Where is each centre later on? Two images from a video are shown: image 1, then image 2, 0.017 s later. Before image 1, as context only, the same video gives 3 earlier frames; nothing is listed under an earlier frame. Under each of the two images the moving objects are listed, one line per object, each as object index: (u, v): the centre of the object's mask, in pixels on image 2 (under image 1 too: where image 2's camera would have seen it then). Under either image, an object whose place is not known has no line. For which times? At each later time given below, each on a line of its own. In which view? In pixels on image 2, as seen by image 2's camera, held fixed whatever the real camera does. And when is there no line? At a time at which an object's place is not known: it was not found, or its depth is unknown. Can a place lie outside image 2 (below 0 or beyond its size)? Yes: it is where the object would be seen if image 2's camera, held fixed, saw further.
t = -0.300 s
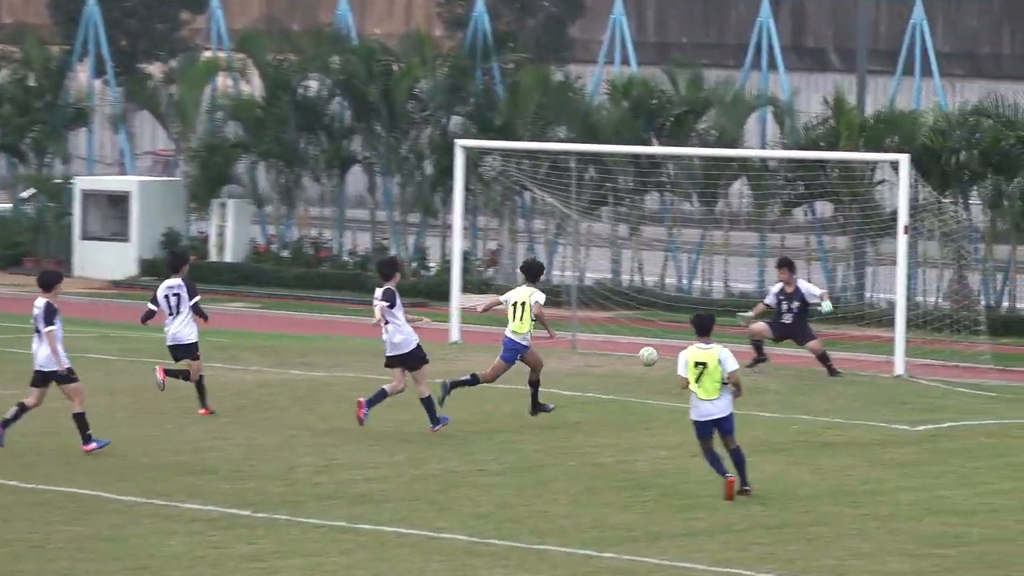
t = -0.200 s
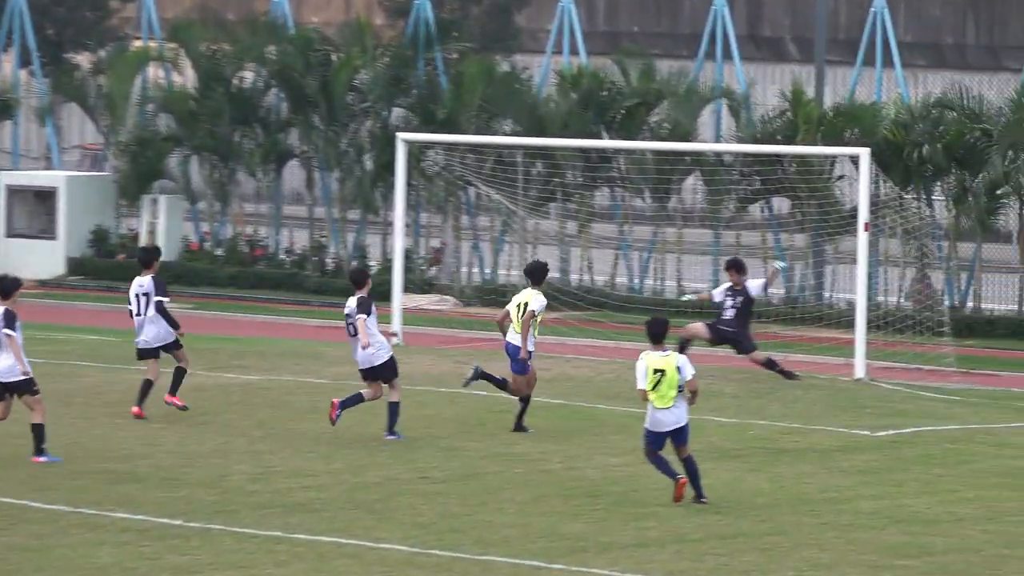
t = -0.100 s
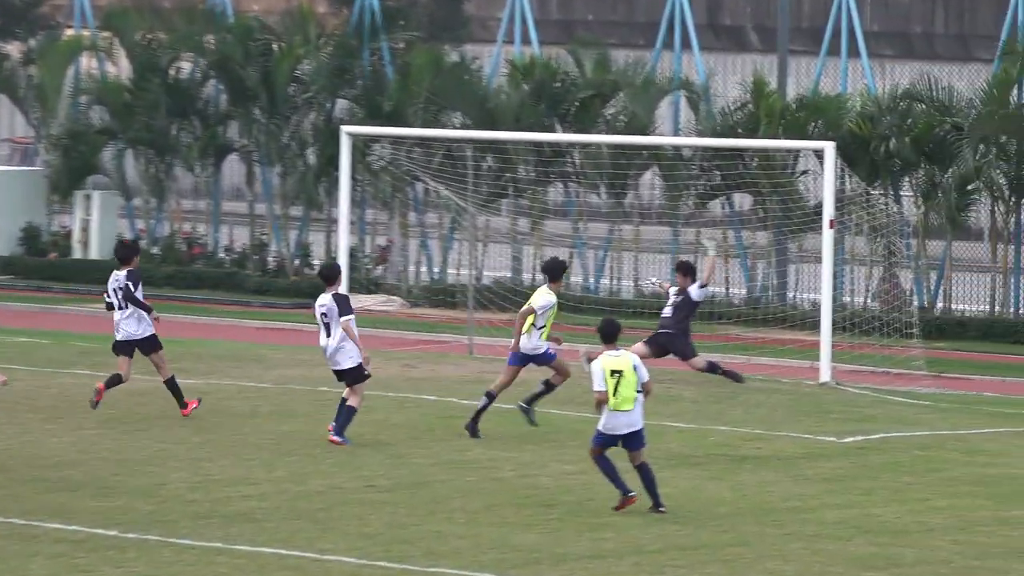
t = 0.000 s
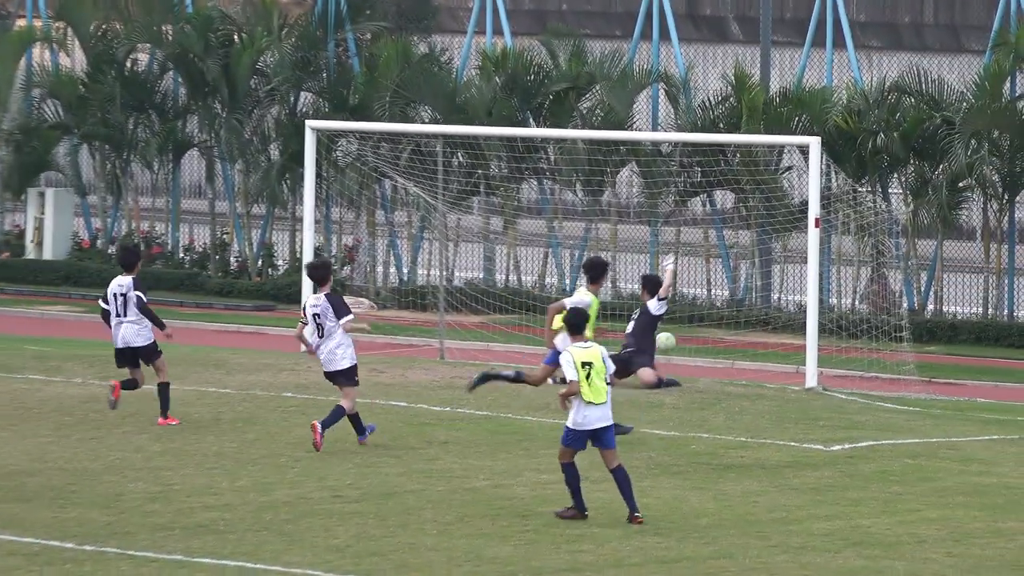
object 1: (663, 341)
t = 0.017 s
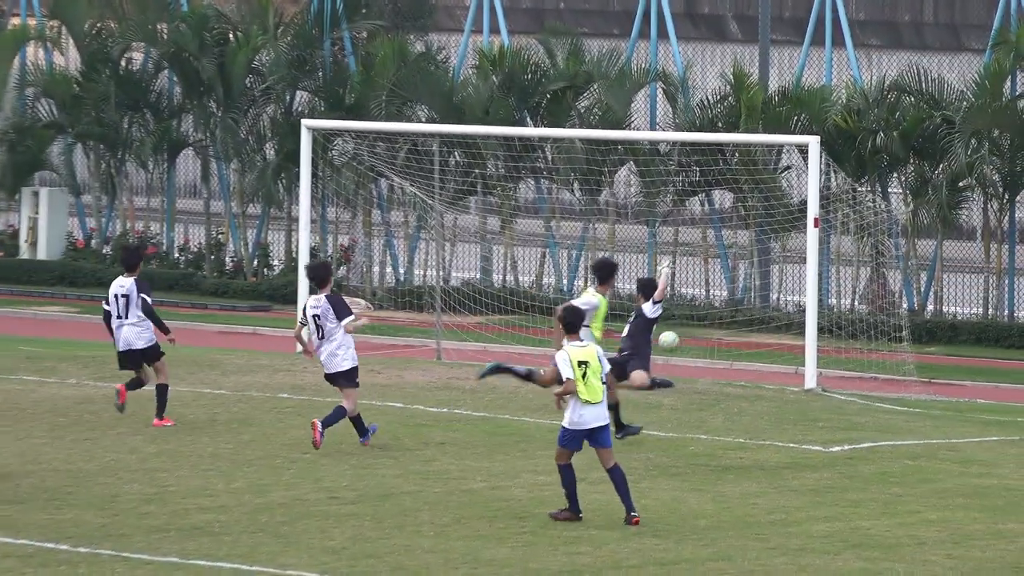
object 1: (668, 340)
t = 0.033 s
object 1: (674, 339)
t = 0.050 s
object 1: (678, 337)
